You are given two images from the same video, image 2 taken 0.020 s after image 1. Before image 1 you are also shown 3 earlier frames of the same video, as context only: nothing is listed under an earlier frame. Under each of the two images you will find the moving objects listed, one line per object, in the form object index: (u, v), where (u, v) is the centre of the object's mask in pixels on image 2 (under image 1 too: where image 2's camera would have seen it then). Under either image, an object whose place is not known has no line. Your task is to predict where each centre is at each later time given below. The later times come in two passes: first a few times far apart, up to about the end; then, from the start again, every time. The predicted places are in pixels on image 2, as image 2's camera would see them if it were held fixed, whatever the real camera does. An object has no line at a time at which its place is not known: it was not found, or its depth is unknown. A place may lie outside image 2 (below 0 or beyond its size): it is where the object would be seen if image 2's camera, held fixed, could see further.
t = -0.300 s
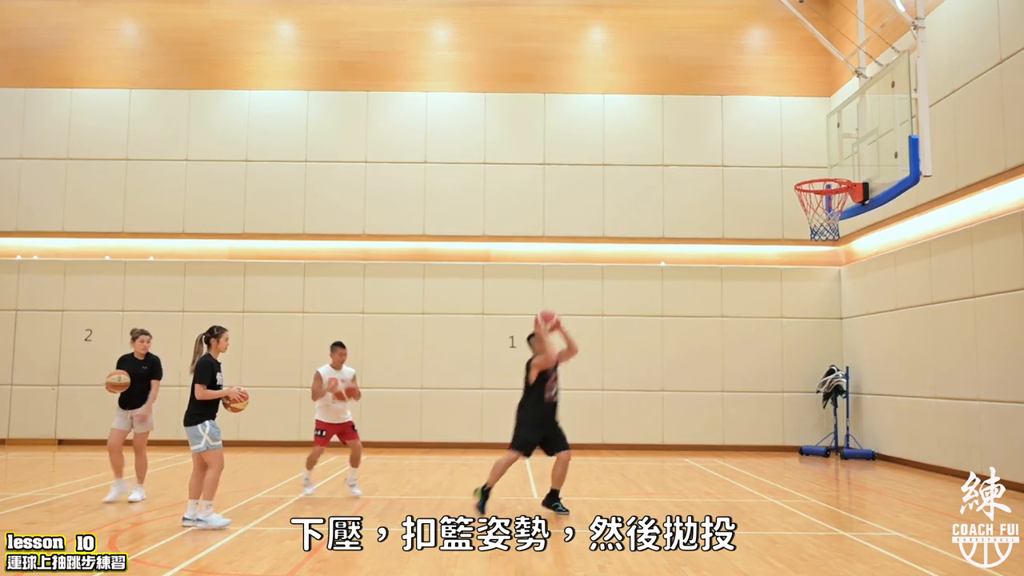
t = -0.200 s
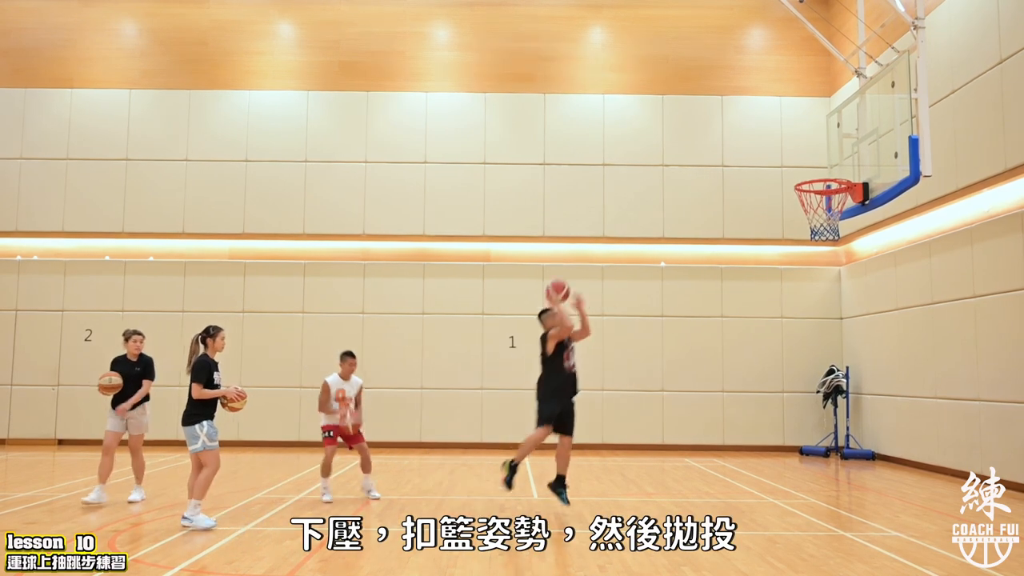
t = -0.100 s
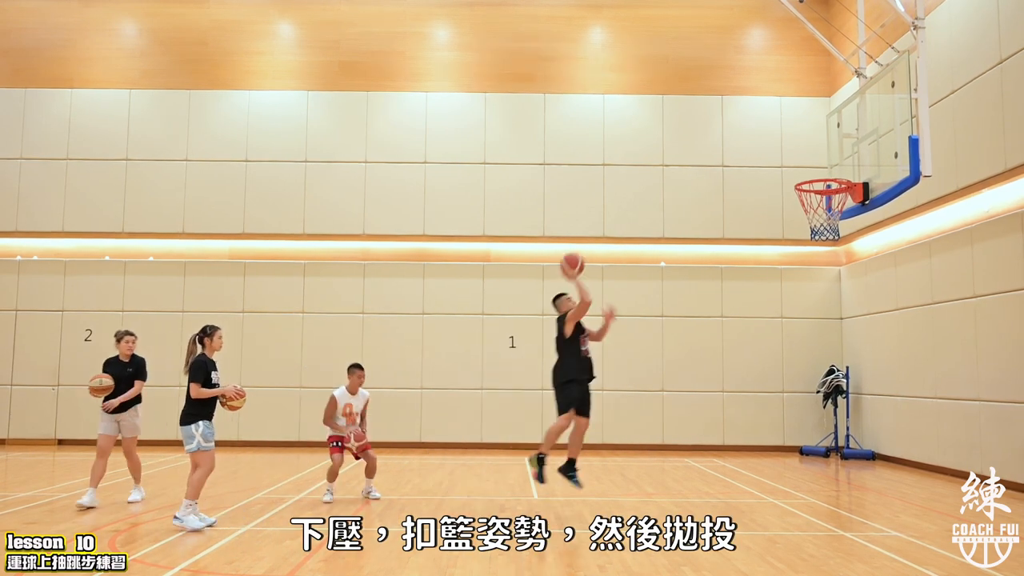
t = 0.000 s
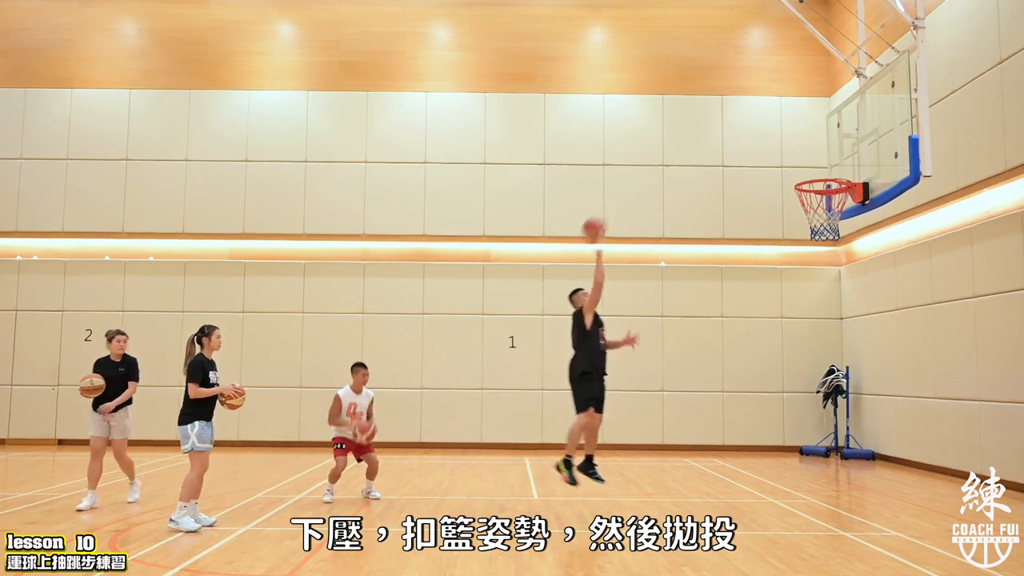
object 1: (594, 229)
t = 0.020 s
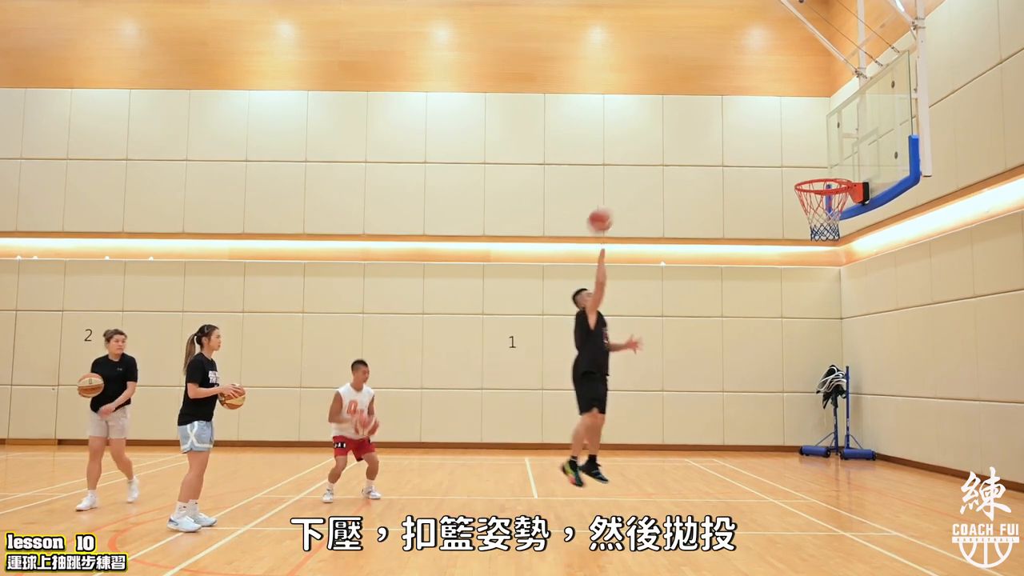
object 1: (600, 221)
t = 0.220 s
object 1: (661, 158)
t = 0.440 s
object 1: (731, 134)
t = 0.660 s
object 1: (806, 159)
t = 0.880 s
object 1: (818, 217)
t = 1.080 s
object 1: (808, 220)
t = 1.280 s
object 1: (807, 255)
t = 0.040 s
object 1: (606, 213)
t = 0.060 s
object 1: (612, 205)
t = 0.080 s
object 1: (618, 198)
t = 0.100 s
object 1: (624, 191)
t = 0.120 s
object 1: (630, 185)
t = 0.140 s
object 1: (636, 179)
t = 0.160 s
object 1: (643, 173)
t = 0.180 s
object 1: (649, 168)
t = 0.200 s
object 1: (655, 163)
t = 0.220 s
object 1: (661, 158)
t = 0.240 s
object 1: (667, 154)
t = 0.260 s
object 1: (674, 150)
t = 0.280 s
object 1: (680, 147)
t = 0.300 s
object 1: (686, 144)
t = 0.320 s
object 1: (692, 141)
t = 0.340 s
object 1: (699, 139)
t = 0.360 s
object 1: (706, 137)
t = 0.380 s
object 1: (712, 136)
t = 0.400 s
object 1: (718, 134)
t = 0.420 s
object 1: (725, 134)
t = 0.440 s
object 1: (731, 134)
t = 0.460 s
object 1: (738, 134)
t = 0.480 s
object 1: (744, 134)
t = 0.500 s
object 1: (751, 136)
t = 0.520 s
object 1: (757, 137)
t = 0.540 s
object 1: (764, 139)
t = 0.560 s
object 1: (771, 141)
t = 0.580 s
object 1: (778, 144)
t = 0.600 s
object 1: (785, 147)
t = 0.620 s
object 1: (792, 151)
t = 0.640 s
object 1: (799, 155)
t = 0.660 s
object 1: (806, 159)
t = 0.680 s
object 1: (813, 164)
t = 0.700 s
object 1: (820, 168)
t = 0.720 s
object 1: (827, 171)
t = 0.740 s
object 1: (833, 182)
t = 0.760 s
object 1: (832, 186)
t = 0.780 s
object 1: (829, 192)
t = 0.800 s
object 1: (826, 198)
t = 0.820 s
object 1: (823, 203)
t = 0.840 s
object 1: (818, 210)
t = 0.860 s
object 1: (818, 216)
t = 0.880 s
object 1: (818, 217)
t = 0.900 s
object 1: (816, 217)
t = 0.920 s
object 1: (815, 218)
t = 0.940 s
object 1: (814, 217)
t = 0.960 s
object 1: (812, 217)
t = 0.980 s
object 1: (811, 217)
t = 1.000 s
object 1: (810, 217)
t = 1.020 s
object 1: (810, 217)
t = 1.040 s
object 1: (809, 217)
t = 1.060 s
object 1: (809, 218)
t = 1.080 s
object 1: (808, 220)
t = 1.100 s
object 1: (808, 221)
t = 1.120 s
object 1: (808, 224)
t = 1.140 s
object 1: (807, 226)
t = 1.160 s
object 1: (806, 229)
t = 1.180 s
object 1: (806, 232)
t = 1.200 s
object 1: (806, 236)
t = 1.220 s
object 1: (806, 239)
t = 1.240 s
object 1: (806, 245)
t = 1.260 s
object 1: (807, 249)
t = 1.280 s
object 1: (807, 255)
